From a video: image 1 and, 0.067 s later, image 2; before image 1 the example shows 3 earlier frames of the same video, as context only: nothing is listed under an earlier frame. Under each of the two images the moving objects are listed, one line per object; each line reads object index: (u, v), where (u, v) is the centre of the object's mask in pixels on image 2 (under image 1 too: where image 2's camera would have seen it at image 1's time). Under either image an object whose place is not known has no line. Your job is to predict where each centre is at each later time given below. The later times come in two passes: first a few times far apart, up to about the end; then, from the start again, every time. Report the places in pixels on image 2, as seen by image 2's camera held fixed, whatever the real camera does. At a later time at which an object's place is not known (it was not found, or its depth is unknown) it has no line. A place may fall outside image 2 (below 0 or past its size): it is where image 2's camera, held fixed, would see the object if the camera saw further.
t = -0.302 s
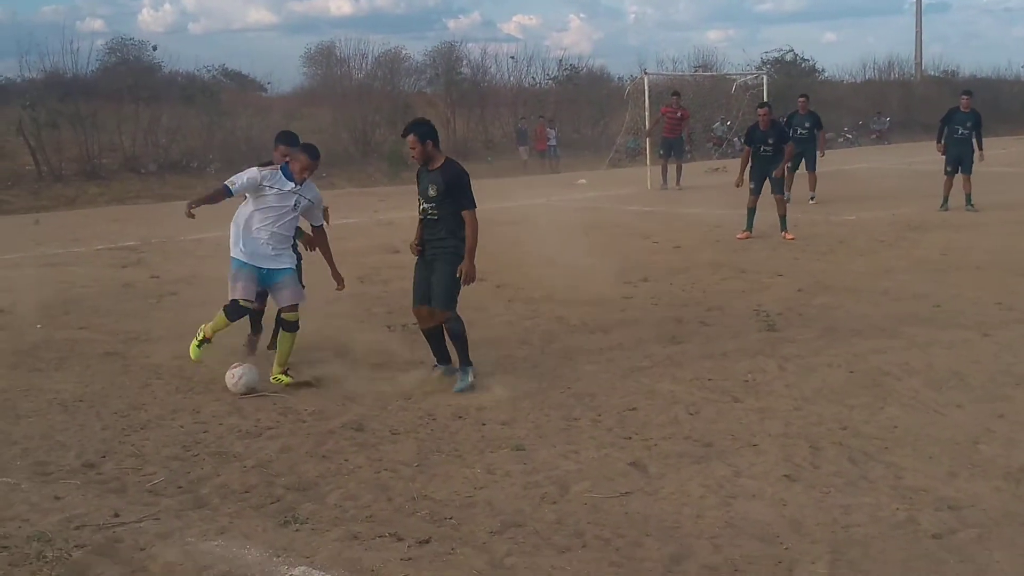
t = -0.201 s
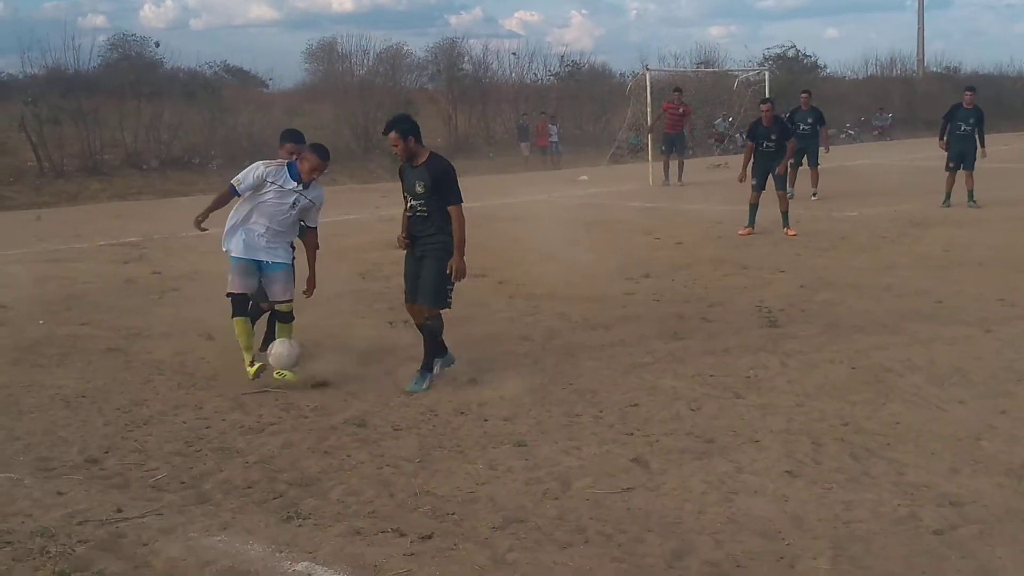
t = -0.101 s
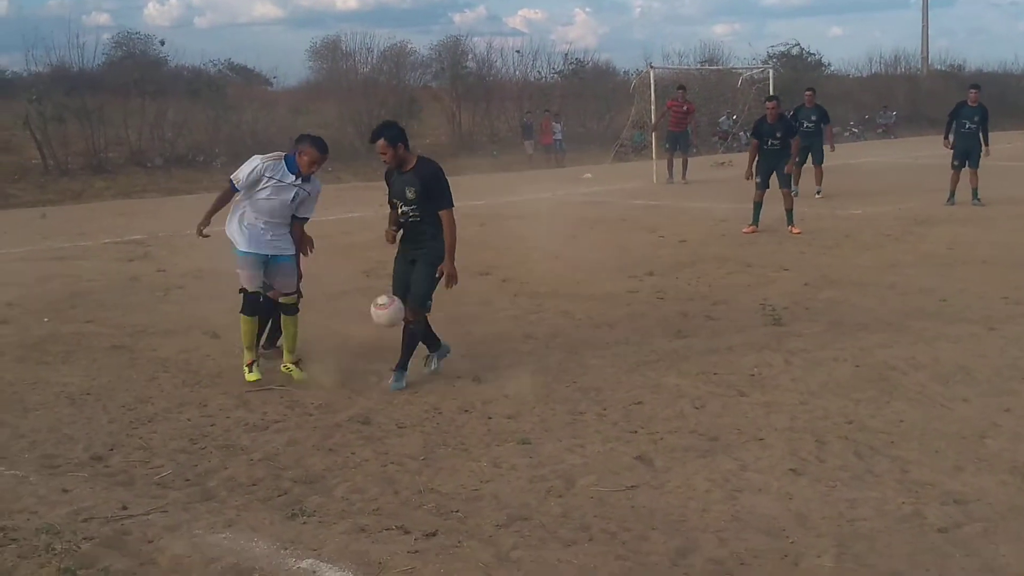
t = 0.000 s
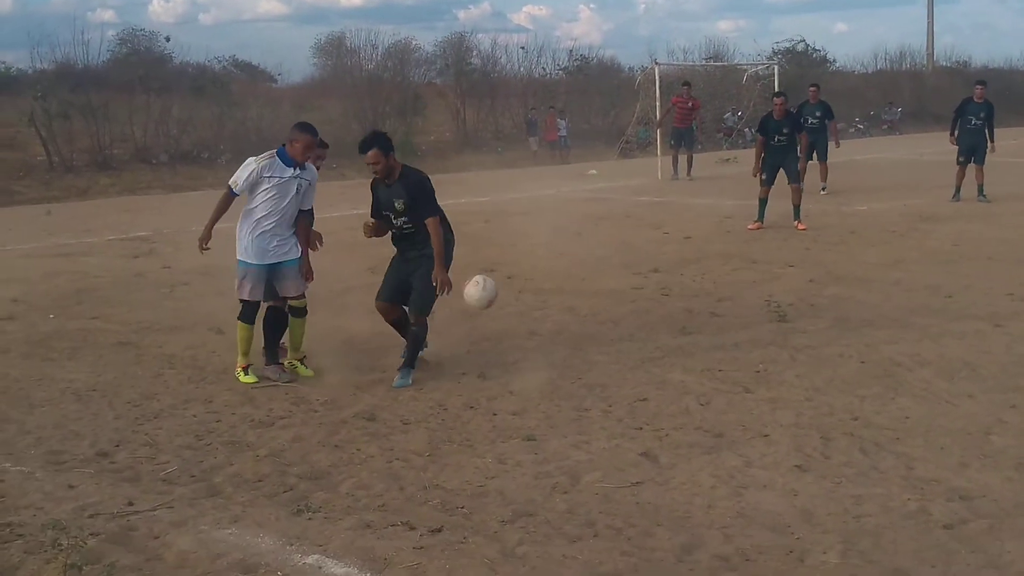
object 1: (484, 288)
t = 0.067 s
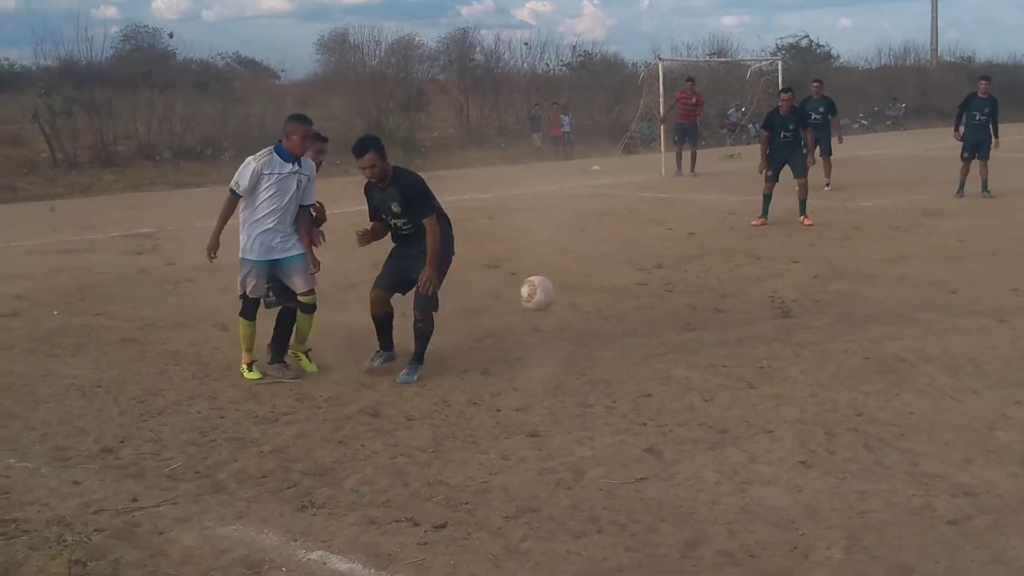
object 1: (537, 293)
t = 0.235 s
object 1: (684, 341)
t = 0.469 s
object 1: (892, 427)
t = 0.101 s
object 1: (565, 298)
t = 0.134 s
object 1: (593, 305)
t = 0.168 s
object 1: (623, 315)
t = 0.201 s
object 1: (653, 327)
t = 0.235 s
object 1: (684, 341)
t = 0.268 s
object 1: (716, 356)
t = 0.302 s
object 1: (750, 375)
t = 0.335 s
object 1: (784, 396)
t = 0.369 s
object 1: (818, 421)
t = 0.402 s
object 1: (845, 426)
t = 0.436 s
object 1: (868, 426)
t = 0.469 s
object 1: (892, 427)
